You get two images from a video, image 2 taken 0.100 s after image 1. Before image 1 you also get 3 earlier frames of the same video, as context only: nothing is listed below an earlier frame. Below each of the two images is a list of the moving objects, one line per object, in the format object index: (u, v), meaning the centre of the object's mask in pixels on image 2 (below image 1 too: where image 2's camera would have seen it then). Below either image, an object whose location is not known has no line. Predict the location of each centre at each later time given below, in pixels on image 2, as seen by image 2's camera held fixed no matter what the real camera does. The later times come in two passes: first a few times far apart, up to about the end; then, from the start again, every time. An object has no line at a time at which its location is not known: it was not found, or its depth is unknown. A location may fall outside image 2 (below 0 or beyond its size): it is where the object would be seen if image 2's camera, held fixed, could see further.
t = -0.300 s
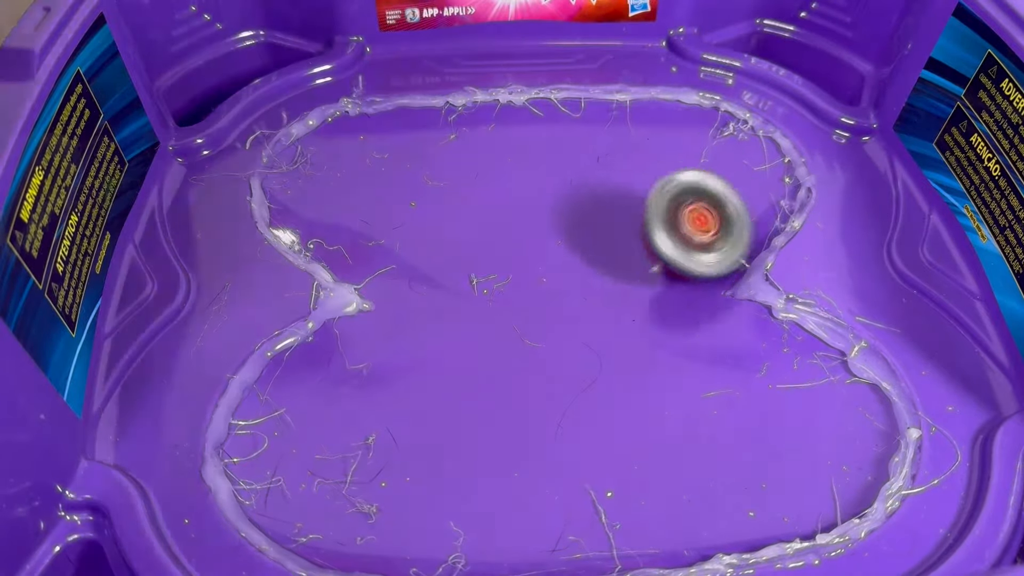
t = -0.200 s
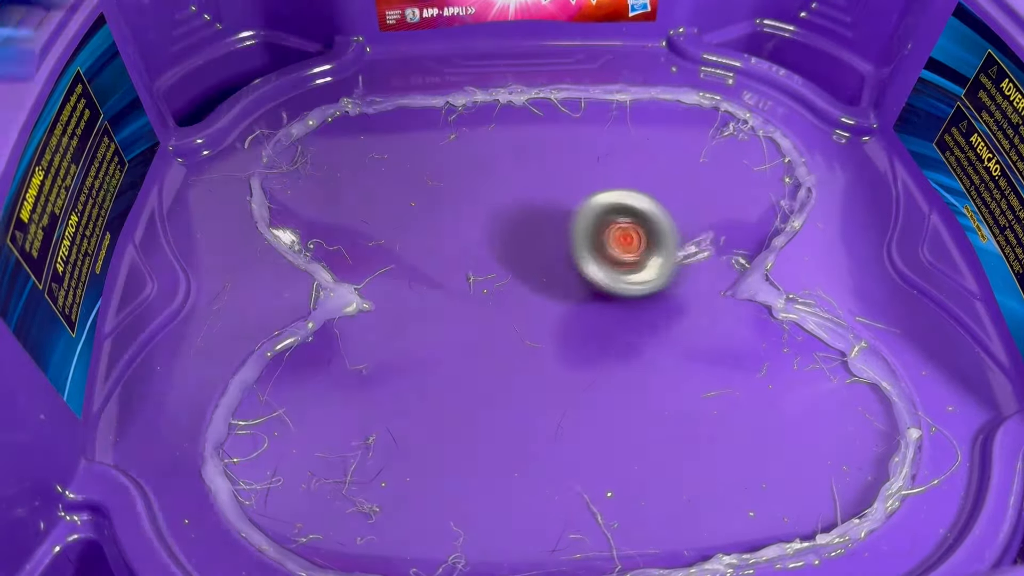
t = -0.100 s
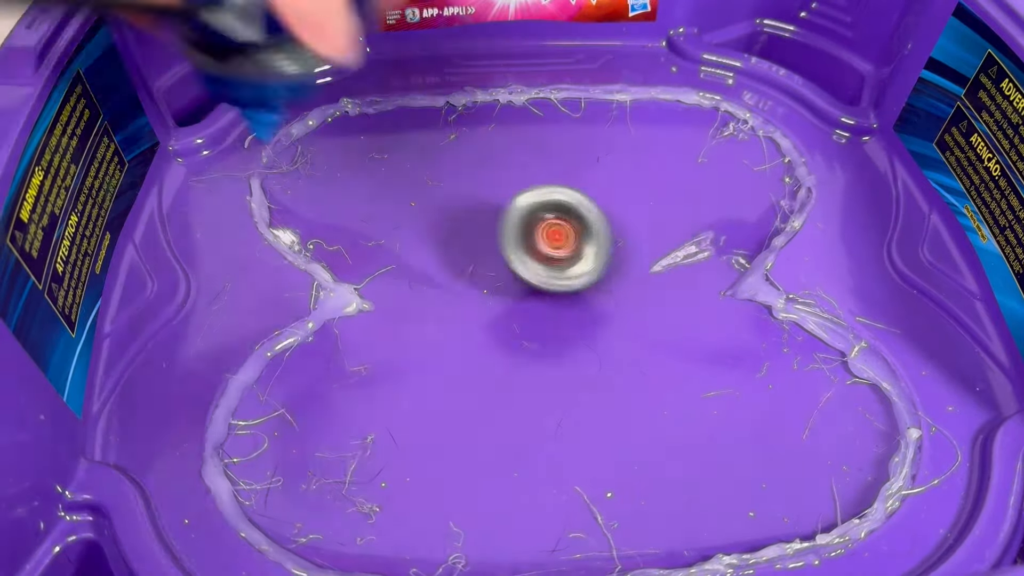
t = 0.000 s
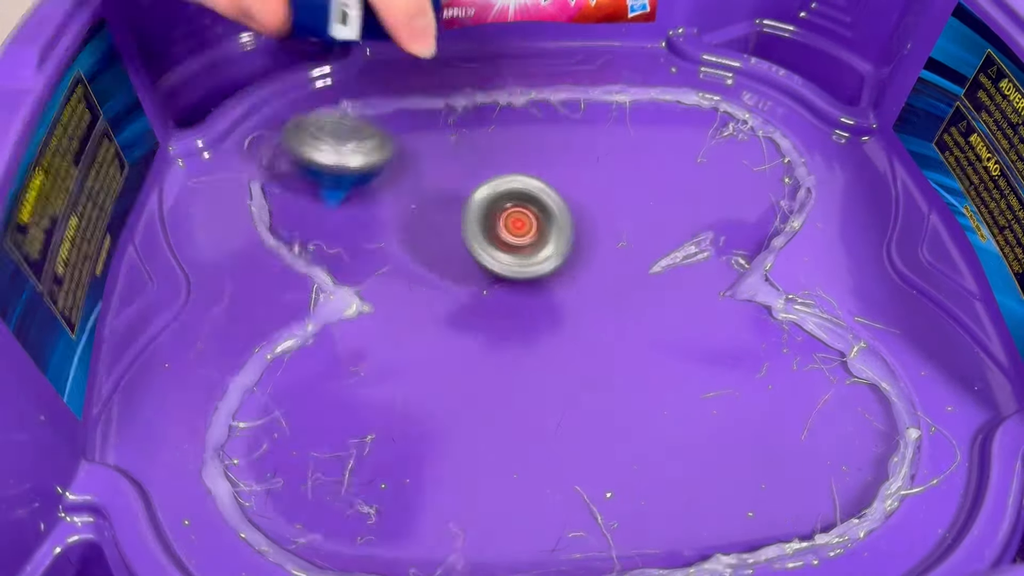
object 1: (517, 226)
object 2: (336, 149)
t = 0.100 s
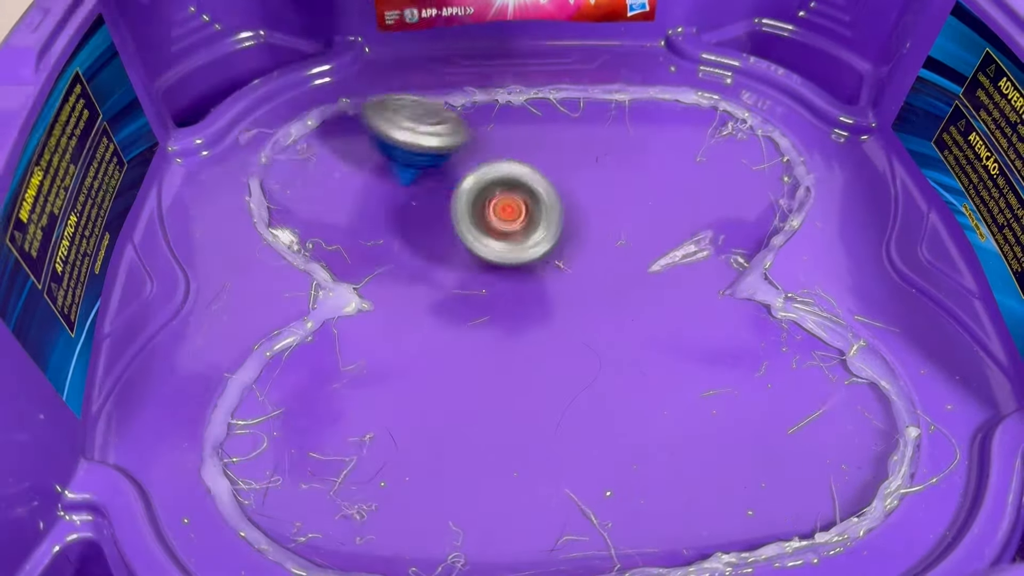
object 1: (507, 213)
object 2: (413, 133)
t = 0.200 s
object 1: (521, 210)
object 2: (481, 136)
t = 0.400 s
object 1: (754, 490)
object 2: (502, 38)
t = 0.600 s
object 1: (950, 314)
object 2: (429, 32)
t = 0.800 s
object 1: (849, 117)
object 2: (358, 32)
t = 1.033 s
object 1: (811, 104)
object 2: (370, 32)
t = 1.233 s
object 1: (894, 184)
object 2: (422, 28)
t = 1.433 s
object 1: (866, 371)
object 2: (527, 25)
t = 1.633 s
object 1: (667, 428)
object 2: (660, 25)
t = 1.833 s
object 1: (542, 368)
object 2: (776, 41)
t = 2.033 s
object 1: (502, 366)
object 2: (866, 123)
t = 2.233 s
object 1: (572, 443)
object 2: (865, 211)
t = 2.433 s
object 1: (826, 411)
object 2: (872, 262)
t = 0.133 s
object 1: (509, 207)
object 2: (438, 132)
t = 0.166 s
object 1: (513, 211)
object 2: (461, 135)
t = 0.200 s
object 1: (521, 210)
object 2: (481, 136)
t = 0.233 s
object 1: (539, 241)
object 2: (497, 116)
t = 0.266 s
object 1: (565, 292)
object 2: (505, 75)
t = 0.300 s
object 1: (599, 347)
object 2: (507, 49)
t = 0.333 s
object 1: (642, 400)
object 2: (509, 40)
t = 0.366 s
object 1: (694, 450)
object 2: (508, 41)
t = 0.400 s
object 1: (754, 490)
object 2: (502, 38)
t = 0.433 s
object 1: (823, 496)
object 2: (494, 34)
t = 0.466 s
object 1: (891, 468)
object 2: (483, 33)
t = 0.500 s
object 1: (947, 439)
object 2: (471, 36)
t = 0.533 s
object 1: (975, 406)
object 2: (459, 37)
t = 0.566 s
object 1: (973, 351)
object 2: (443, 35)
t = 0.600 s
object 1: (950, 314)
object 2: (429, 32)
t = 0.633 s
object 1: (921, 270)
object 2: (416, 31)
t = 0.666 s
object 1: (895, 231)
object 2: (403, 33)
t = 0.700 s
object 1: (875, 195)
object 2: (390, 32)
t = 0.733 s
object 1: (861, 163)
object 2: (377, 32)
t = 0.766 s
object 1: (852, 138)
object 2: (366, 32)
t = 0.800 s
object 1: (849, 117)
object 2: (358, 32)
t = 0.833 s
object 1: (849, 102)
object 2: (358, 36)
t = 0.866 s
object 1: (848, 91)
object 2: (357, 37)
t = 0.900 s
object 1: (832, 88)
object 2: (358, 37)
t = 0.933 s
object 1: (820, 88)
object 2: (360, 36)
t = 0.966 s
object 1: (814, 90)
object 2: (362, 34)
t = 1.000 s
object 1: (811, 96)
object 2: (366, 31)
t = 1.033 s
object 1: (811, 104)
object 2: (370, 32)
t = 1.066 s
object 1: (821, 108)
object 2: (376, 32)
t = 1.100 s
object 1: (835, 114)
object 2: (382, 31)
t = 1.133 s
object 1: (852, 125)
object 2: (390, 29)
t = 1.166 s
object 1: (873, 141)
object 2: (400, 29)
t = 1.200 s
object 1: (898, 162)
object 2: (411, 29)
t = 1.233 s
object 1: (894, 184)
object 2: (422, 28)
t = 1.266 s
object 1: (883, 208)
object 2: (437, 28)
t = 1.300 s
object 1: (877, 235)
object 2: (452, 27)
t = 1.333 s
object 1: (878, 264)
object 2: (469, 26)
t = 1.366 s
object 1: (884, 296)
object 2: (487, 26)
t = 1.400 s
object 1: (882, 332)
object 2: (506, 25)
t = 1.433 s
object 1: (866, 371)
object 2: (527, 25)
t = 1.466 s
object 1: (838, 396)
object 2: (548, 25)
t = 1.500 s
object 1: (805, 415)
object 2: (572, 25)
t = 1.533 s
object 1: (769, 426)
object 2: (595, 25)
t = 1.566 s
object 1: (733, 431)
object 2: (616, 25)
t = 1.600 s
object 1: (699, 432)
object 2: (637, 25)
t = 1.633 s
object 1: (667, 428)
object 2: (660, 25)
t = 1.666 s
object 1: (637, 421)
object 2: (682, 26)
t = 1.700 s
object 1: (611, 411)
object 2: (701, 29)
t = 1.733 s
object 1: (589, 400)
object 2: (715, 32)
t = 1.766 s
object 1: (570, 388)
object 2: (732, 36)
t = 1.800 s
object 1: (555, 377)
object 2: (753, 38)
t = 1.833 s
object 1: (542, 368)
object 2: (776, 41)
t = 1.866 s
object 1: (532, 360)
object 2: (793, 53)
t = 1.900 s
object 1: (523, 355)
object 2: (812, 64)
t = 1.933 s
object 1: (516, 353)
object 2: (827, 77)
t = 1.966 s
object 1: (510, 354)
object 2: (844, 91)
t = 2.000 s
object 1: (505, 359)
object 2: (857, 106)
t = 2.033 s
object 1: (502, 366)
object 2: (866, 123)
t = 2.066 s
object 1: (501, 377)
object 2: (878, 141)
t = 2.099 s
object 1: (503, 391)
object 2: (891, 159)
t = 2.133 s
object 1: (509, 405)
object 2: (903, 177)
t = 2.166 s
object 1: (523, 419)
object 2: (886, 188)
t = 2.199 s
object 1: (543, 432)
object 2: (875, 199)
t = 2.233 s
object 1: (572, 443)
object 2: (865, 211)
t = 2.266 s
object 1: (609, 450)
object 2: (859, 223)
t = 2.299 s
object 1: (652, 454)
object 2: (855, 236)
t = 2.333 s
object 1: (702, 451)
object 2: (855, 247)
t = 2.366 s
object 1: (754, 440)
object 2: (858, 258)
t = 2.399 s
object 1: (806, 418)
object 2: (863, 270)
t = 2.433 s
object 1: (826, 411)
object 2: (872, 262)
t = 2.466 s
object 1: (778, 460)
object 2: (918, 164)
